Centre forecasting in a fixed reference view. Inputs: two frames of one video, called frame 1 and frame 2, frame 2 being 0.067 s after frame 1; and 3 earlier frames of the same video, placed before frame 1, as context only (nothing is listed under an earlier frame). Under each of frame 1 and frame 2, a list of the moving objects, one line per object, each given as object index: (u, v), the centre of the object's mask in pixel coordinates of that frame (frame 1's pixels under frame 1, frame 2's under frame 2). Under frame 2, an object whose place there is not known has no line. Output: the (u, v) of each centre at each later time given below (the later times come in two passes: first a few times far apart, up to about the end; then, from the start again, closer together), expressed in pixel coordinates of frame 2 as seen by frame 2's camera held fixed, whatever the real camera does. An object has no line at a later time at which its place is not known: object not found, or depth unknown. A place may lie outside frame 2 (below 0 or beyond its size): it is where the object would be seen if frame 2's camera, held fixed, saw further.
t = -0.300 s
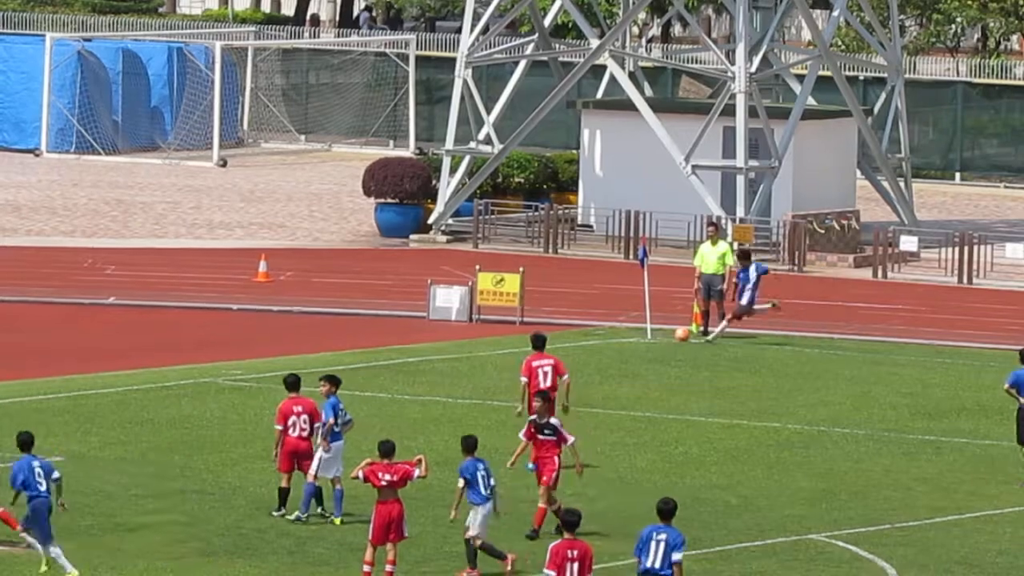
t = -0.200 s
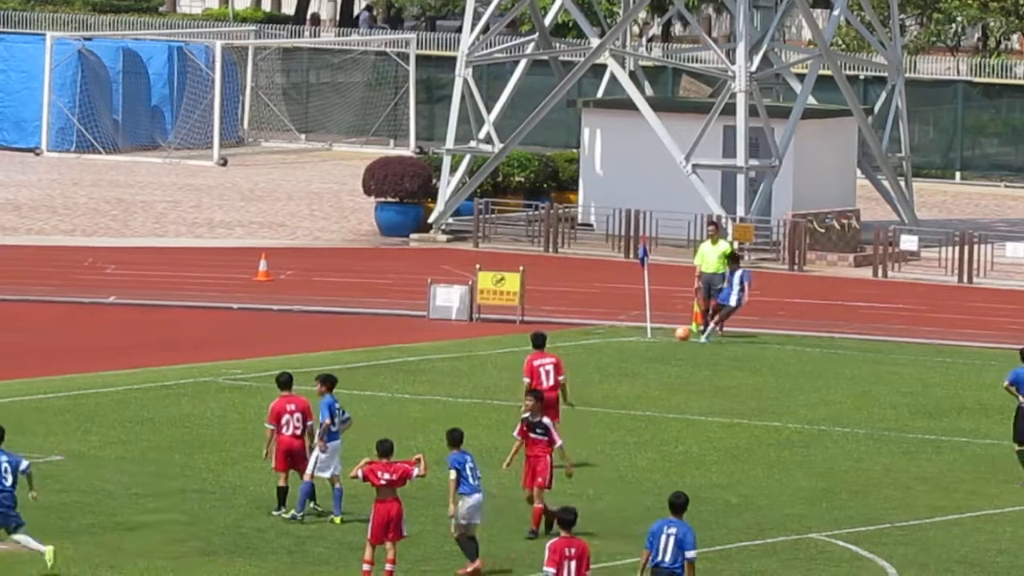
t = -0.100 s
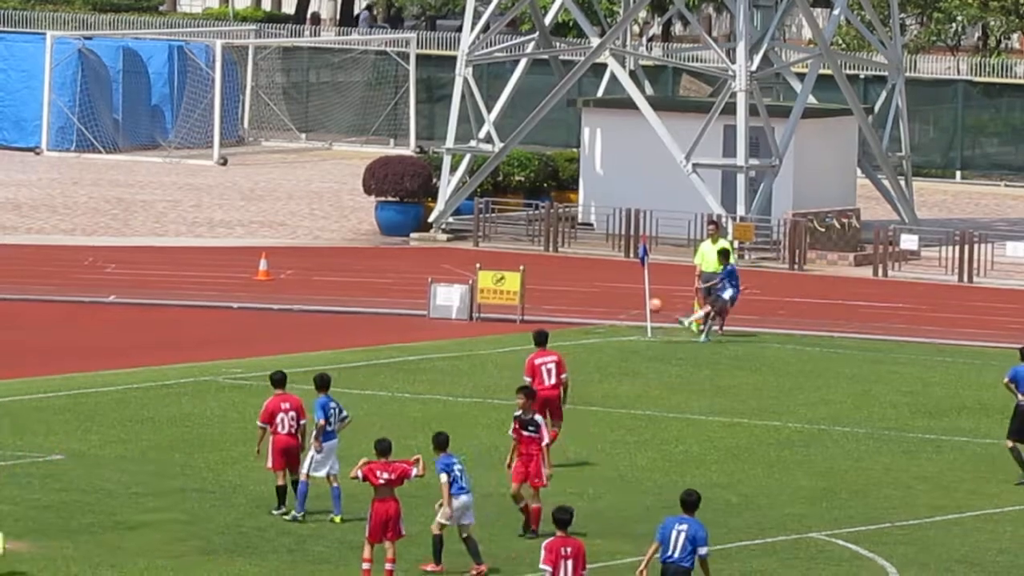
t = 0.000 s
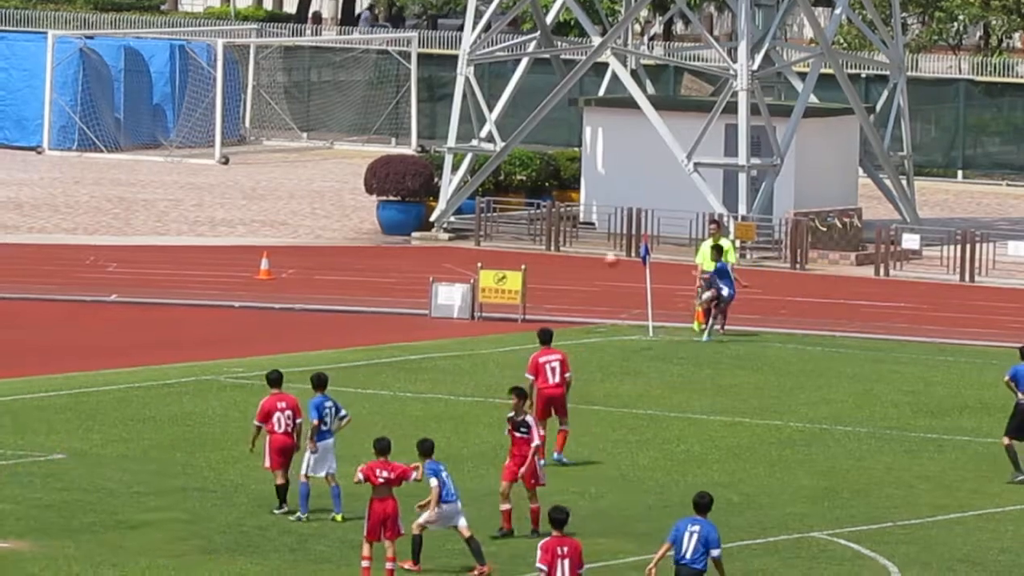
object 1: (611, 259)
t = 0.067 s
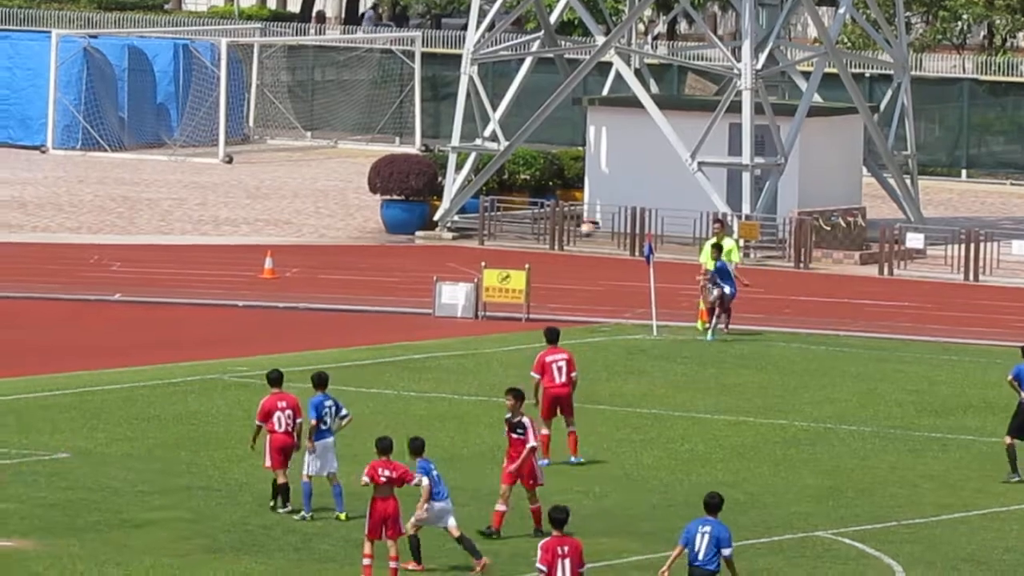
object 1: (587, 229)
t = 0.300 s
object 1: (492, 143)
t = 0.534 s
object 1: (401, 80)
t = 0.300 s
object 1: (492, 143)
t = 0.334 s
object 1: (480, 133)
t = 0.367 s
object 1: (465, 123)
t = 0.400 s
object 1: (453, 114)
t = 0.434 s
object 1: (439, 104)
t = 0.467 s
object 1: (427, 95)
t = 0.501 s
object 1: (415, 88)
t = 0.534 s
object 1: (401, 80)
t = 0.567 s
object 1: (387, 73)
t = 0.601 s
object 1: (375, 67)
